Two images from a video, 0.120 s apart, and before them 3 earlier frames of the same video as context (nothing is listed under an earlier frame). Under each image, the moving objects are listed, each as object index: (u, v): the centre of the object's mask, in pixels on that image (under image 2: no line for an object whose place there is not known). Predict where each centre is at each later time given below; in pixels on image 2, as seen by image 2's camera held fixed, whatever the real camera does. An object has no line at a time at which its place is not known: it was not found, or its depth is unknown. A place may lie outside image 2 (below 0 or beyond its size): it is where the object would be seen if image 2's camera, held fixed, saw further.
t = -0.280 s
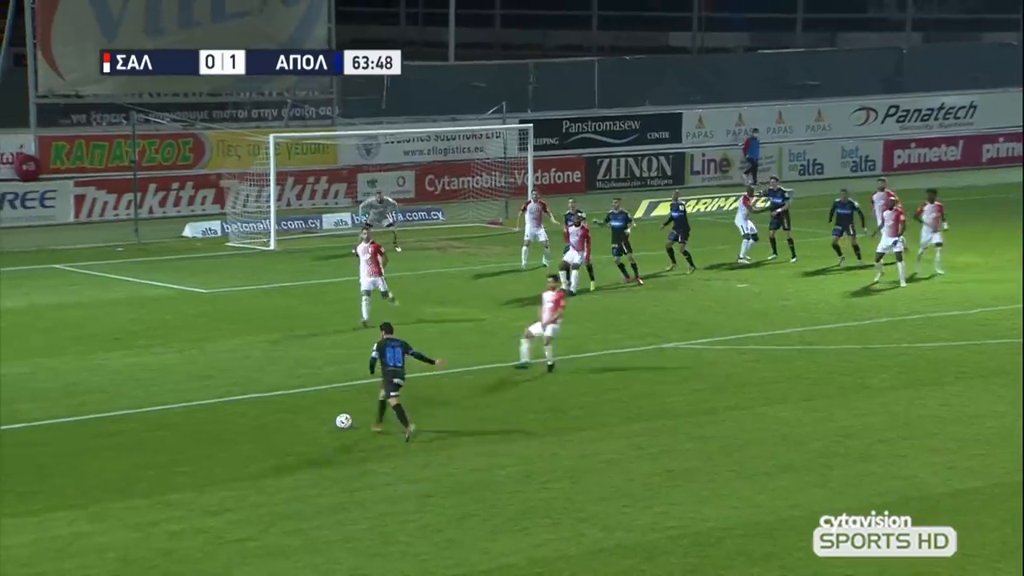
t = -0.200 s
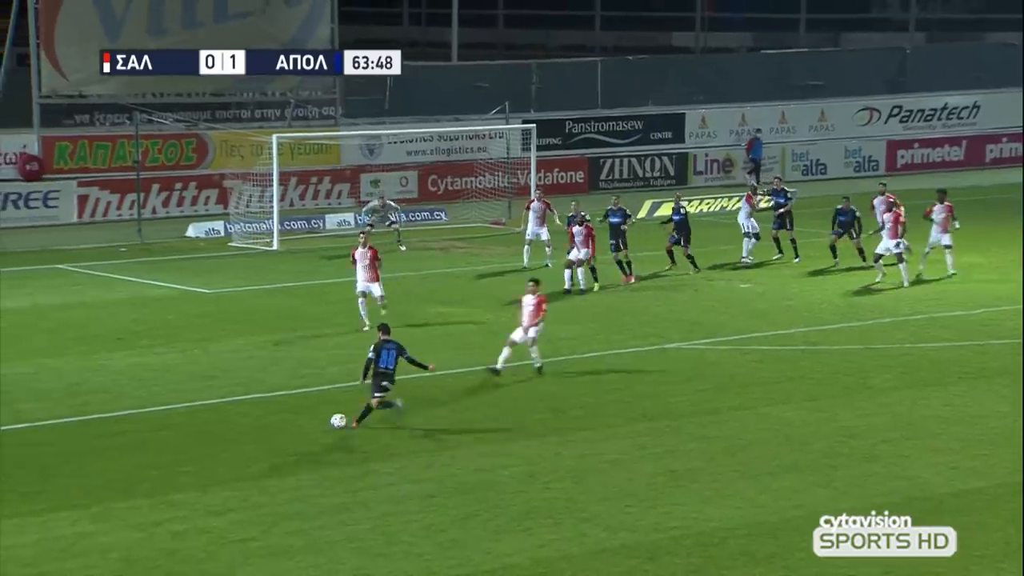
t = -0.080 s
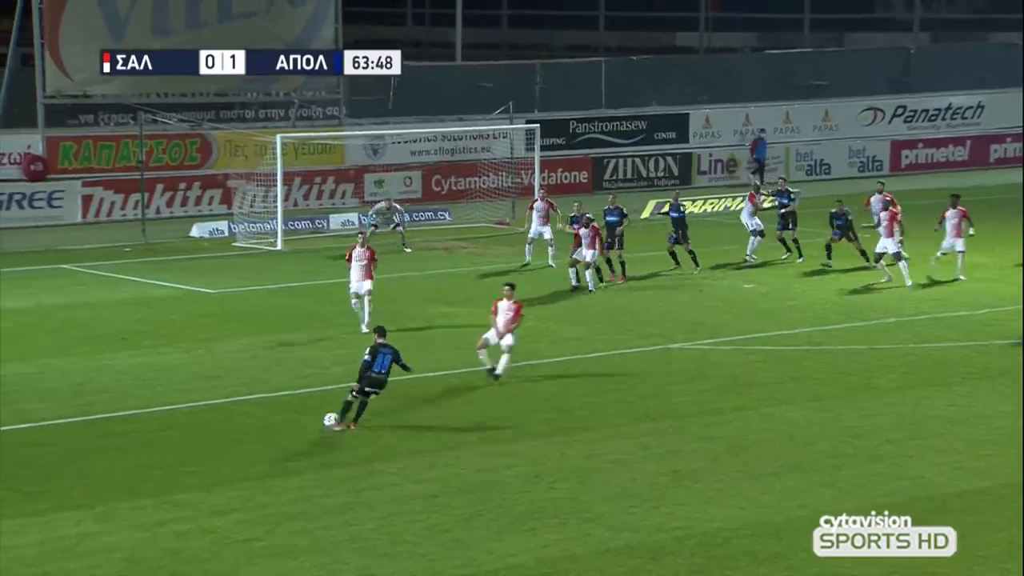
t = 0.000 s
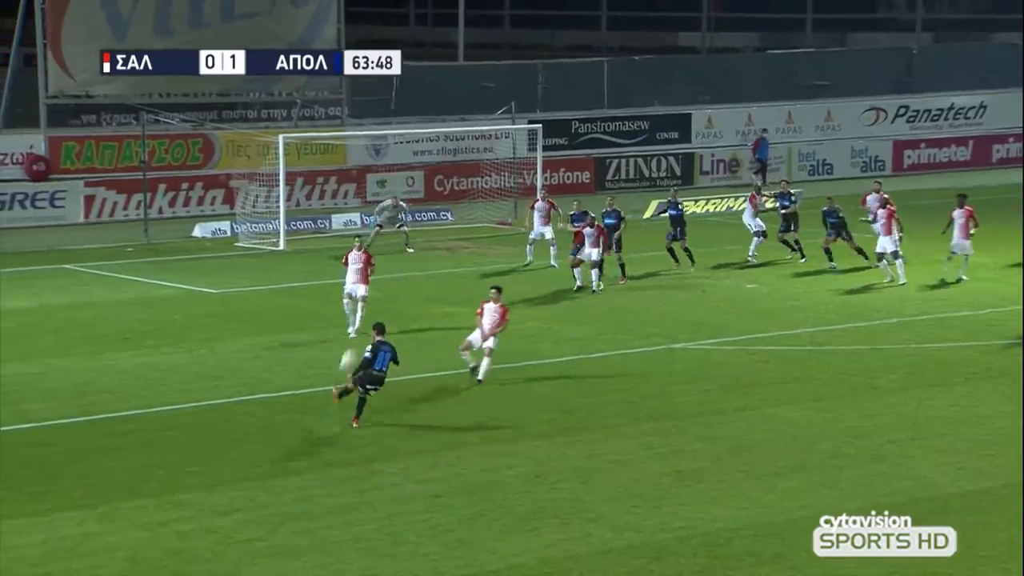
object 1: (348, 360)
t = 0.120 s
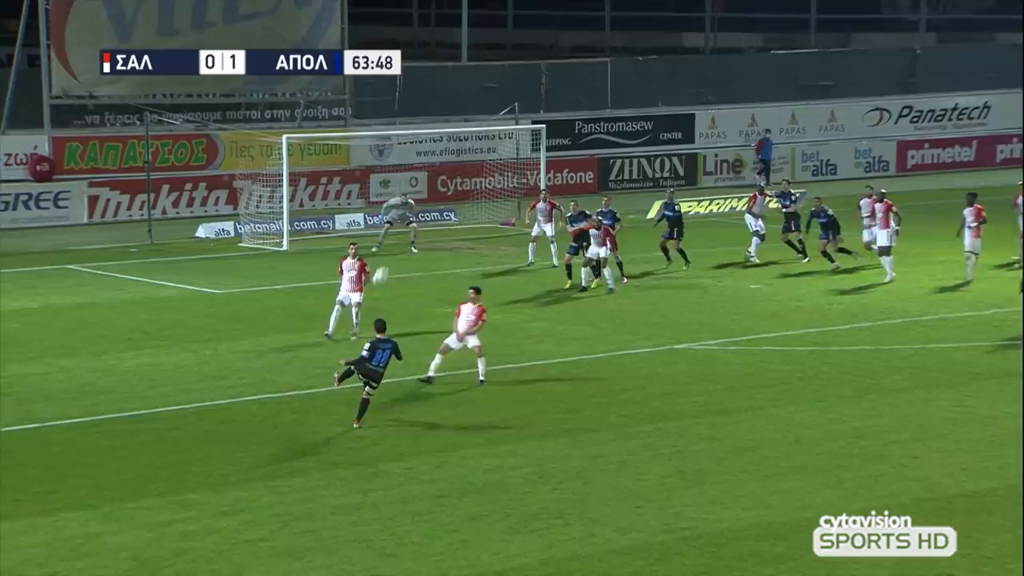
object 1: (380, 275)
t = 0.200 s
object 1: (401, 231)
